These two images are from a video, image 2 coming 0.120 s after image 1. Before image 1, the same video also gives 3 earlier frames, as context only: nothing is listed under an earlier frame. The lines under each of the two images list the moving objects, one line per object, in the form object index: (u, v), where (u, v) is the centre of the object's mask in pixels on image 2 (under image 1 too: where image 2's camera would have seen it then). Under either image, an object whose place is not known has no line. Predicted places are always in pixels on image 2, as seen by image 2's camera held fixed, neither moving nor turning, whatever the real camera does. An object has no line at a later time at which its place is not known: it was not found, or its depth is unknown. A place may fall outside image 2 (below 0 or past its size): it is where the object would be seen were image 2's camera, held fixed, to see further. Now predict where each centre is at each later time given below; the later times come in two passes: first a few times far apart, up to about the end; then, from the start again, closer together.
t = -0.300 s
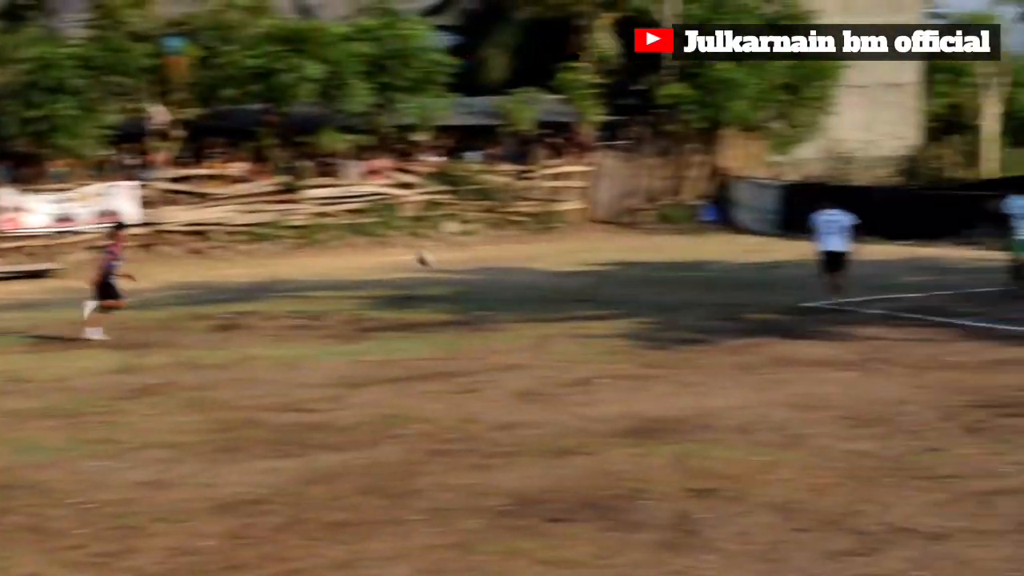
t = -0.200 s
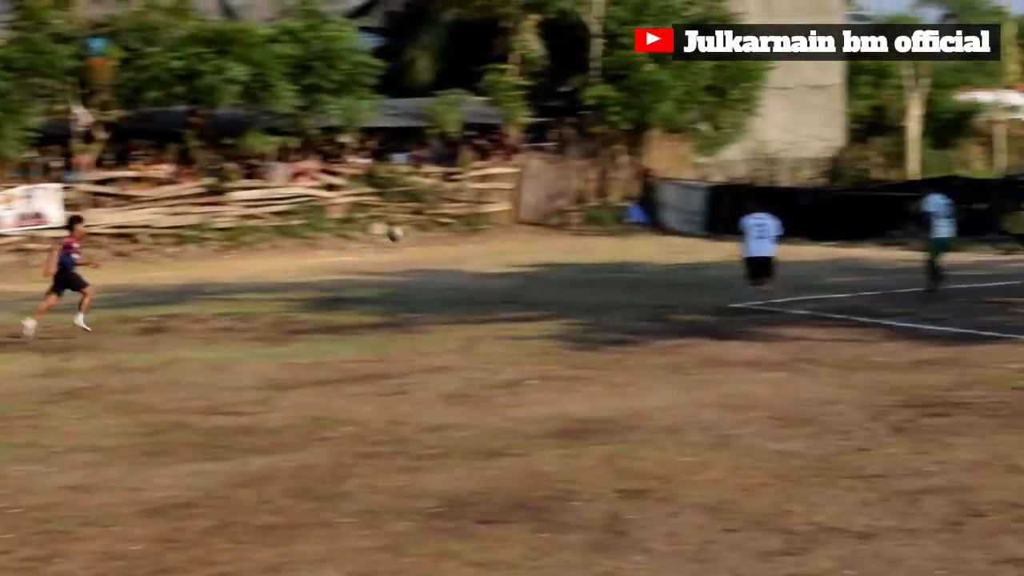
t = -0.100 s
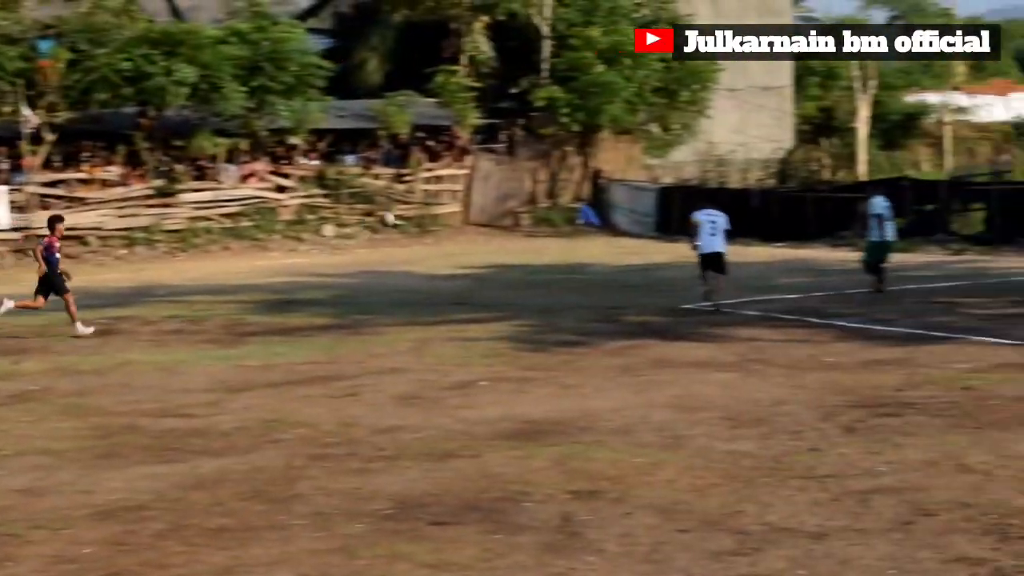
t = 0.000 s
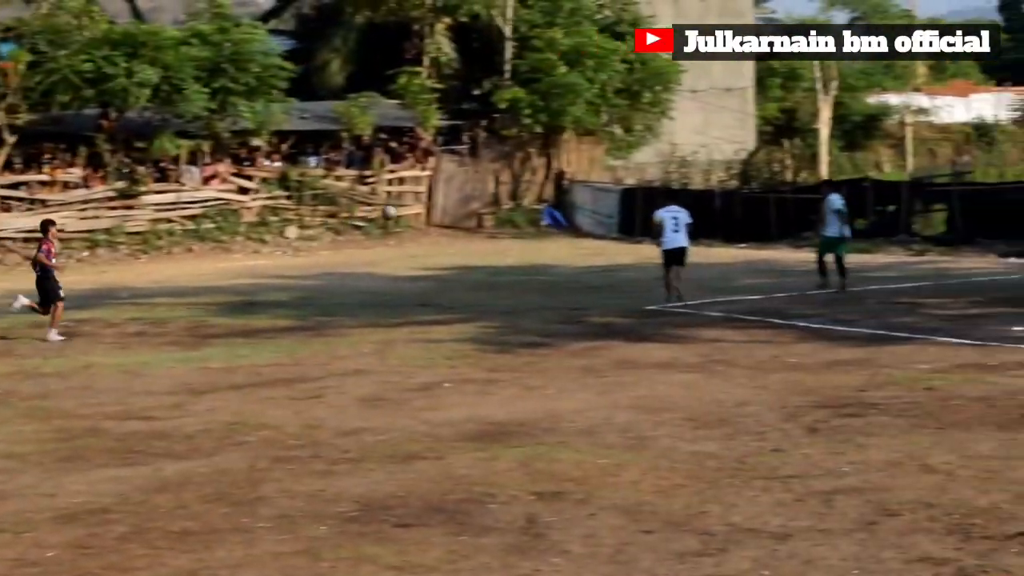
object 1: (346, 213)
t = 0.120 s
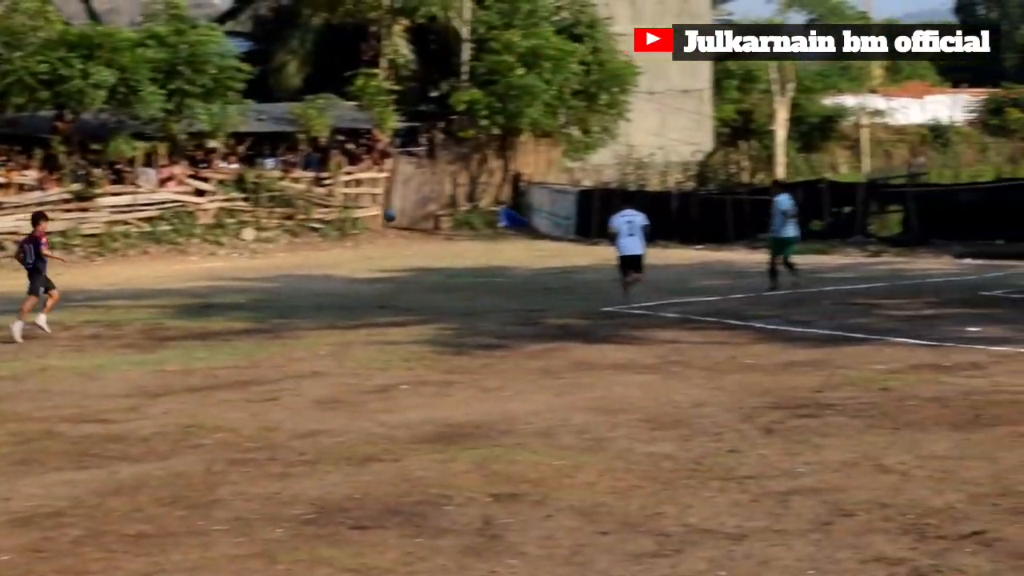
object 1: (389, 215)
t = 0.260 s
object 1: (437, 227)
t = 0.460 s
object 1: (500, 269)
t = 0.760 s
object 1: (580, 253)
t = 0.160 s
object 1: (404, 217)
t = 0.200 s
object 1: (418, 220)
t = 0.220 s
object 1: (424, 222)
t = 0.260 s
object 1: (437, 227)
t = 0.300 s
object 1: (452, 234)
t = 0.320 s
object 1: (459, 237)
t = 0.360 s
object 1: (470, 246)
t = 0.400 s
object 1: (483, 254)
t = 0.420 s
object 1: (489, 259)
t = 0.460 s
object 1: (500, 269)
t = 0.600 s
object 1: (538, 269)
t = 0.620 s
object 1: (544, 266)
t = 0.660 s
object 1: (555, 261)
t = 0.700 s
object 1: (565, 257)
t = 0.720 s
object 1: (570, 256)
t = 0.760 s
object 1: (580, 253)
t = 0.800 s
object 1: (590, 251)
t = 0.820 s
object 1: (595, 251)
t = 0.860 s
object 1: (604, 252)
